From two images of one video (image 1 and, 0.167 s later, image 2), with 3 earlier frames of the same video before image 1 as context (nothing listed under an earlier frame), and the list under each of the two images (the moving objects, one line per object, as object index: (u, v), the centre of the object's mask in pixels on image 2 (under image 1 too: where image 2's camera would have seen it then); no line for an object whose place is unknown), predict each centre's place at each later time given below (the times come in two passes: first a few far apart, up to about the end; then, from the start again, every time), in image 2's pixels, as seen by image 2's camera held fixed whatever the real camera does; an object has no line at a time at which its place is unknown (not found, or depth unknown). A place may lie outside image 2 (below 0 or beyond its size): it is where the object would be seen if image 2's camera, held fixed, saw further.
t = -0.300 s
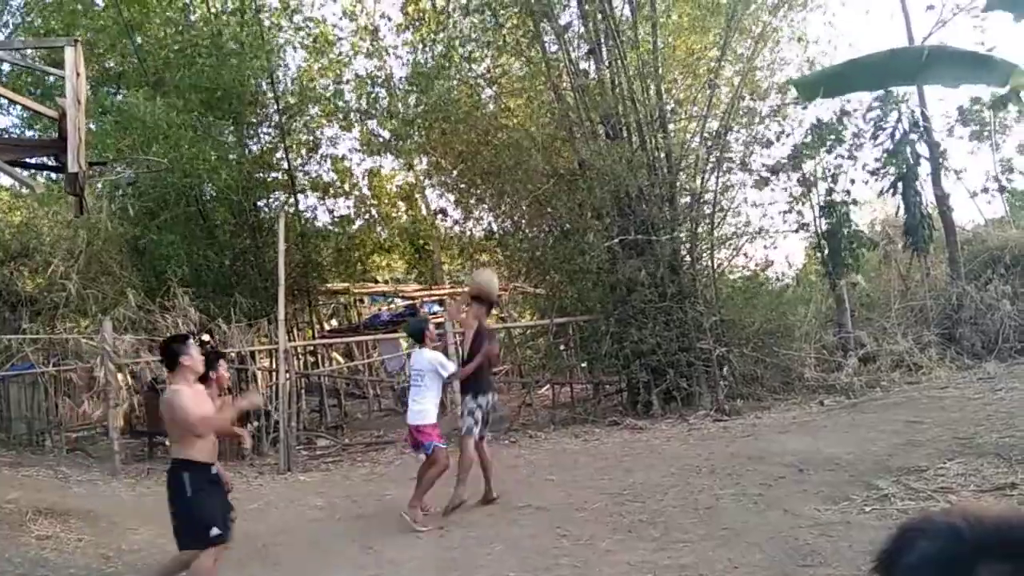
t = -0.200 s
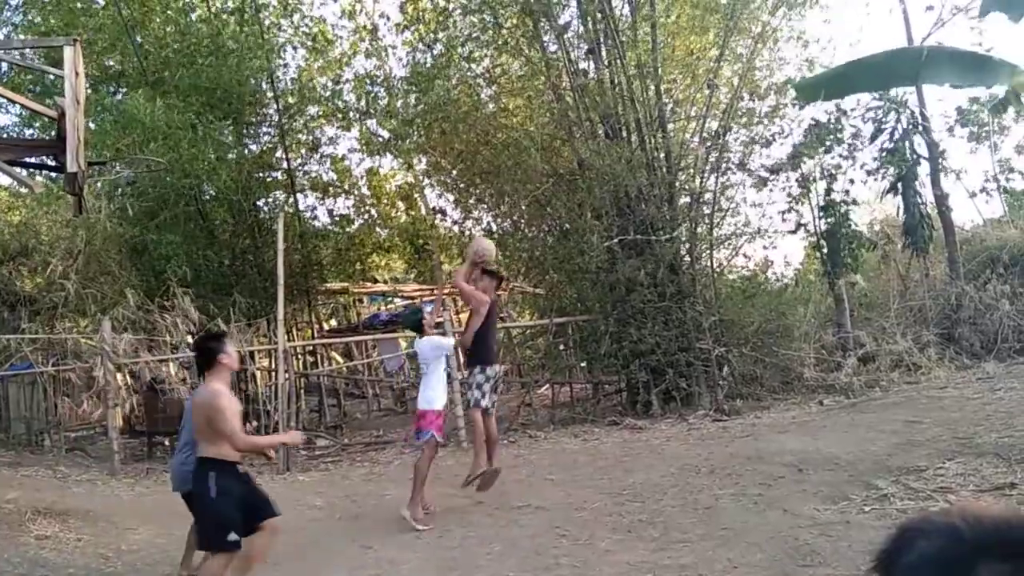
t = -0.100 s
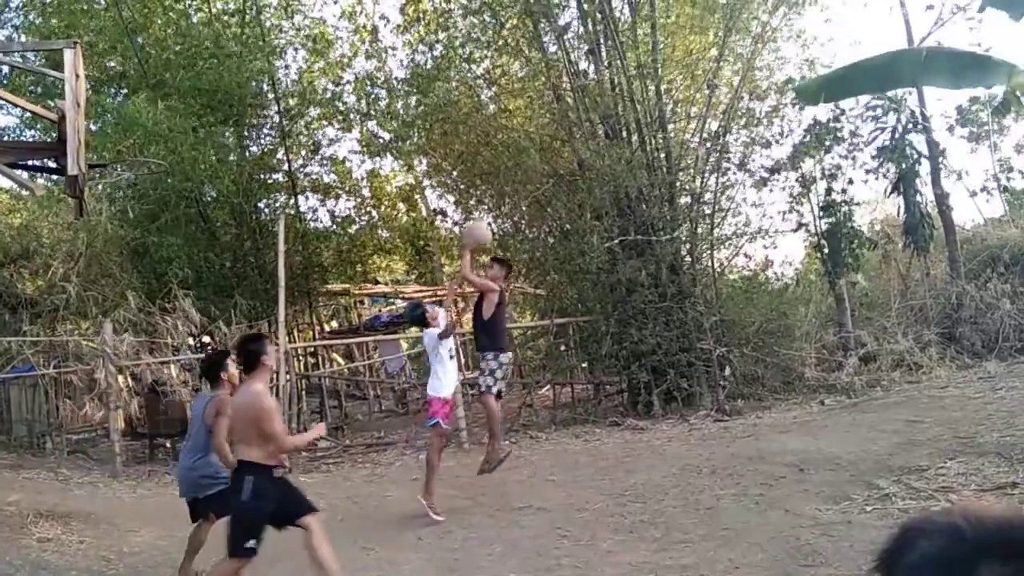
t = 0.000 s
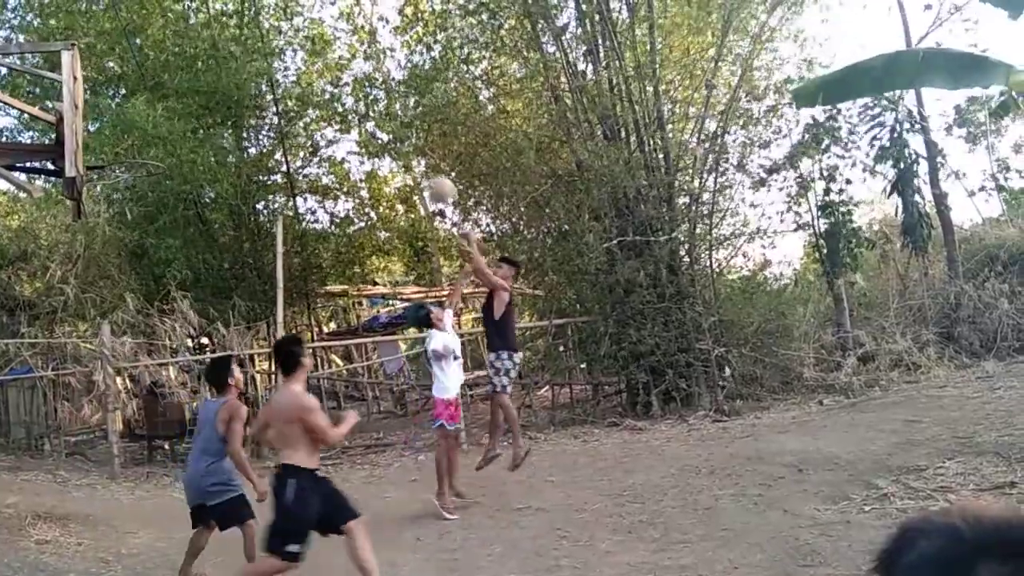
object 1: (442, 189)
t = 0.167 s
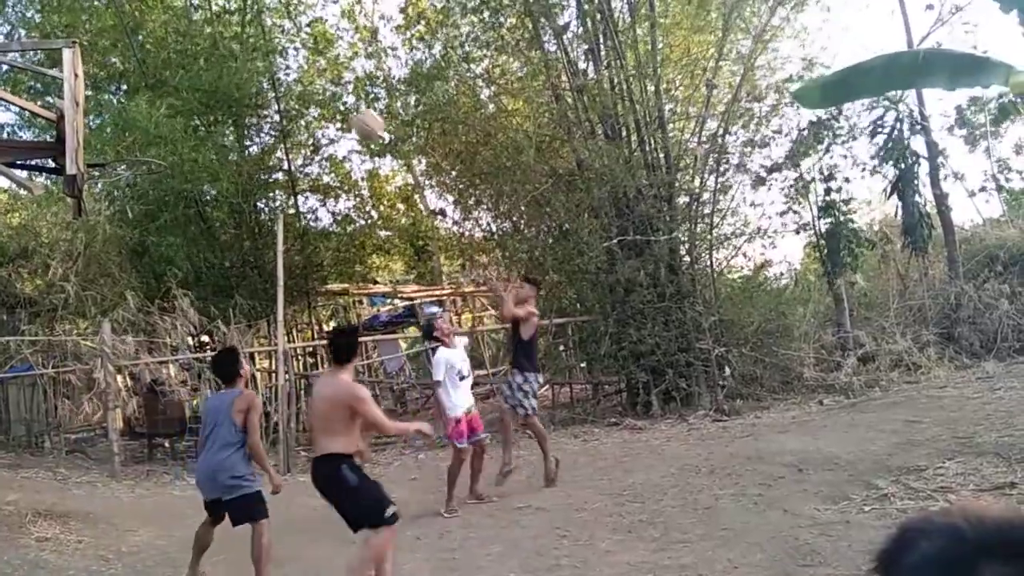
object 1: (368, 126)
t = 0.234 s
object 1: (339, 108)
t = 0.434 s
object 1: (251, 87)
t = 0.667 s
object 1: (153, 124)
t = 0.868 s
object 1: (149, 127)
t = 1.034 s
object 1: (199, 117)
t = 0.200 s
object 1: (352, 115)
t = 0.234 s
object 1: (339, 108)
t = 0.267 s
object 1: (325, 102)
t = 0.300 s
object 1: (311, 94)
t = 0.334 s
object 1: (297, 92)
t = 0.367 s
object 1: (281, 88)
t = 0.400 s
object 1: (266, 87)
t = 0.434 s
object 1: (251, 87)
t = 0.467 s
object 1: (237, 87)
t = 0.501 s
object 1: (223, 89)
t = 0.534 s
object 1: (209, 94)
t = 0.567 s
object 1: (195, 99)
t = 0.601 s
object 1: (180, 107)
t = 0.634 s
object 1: (165, 115)
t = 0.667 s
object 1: (153, 124)
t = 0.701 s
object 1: (137, 138)
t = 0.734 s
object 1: (123, 153)
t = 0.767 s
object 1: (124, 150)
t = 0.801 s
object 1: (132, 142)
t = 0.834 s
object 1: (141, 134)
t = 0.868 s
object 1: (149, 127)
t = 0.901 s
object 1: (158, 122)
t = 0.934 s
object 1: (167, 120)
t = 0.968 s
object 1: (178, 117)
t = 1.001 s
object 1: (188, 117)
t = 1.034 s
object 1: (199, 117)
